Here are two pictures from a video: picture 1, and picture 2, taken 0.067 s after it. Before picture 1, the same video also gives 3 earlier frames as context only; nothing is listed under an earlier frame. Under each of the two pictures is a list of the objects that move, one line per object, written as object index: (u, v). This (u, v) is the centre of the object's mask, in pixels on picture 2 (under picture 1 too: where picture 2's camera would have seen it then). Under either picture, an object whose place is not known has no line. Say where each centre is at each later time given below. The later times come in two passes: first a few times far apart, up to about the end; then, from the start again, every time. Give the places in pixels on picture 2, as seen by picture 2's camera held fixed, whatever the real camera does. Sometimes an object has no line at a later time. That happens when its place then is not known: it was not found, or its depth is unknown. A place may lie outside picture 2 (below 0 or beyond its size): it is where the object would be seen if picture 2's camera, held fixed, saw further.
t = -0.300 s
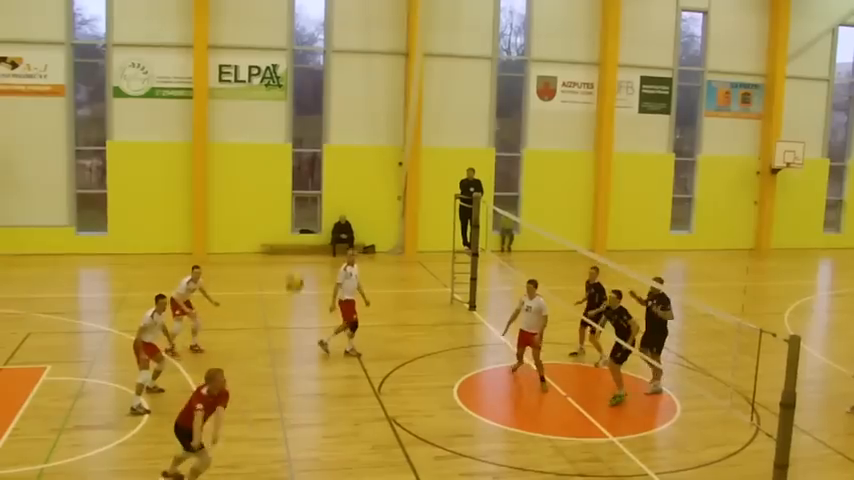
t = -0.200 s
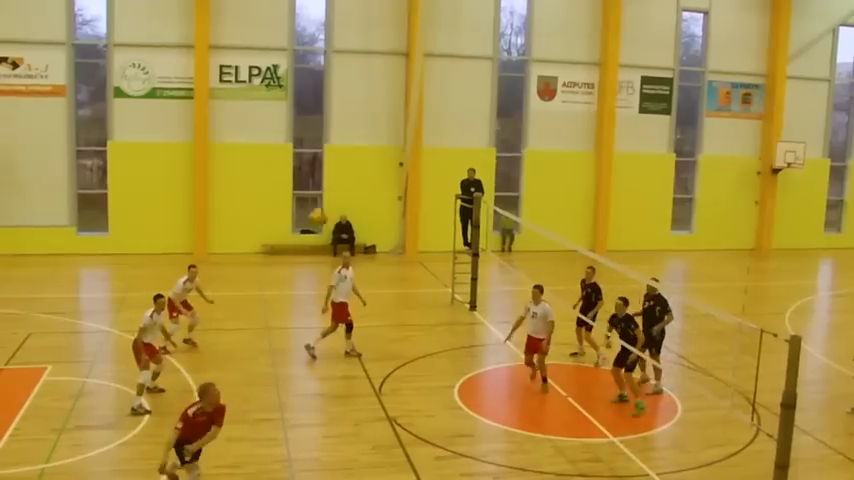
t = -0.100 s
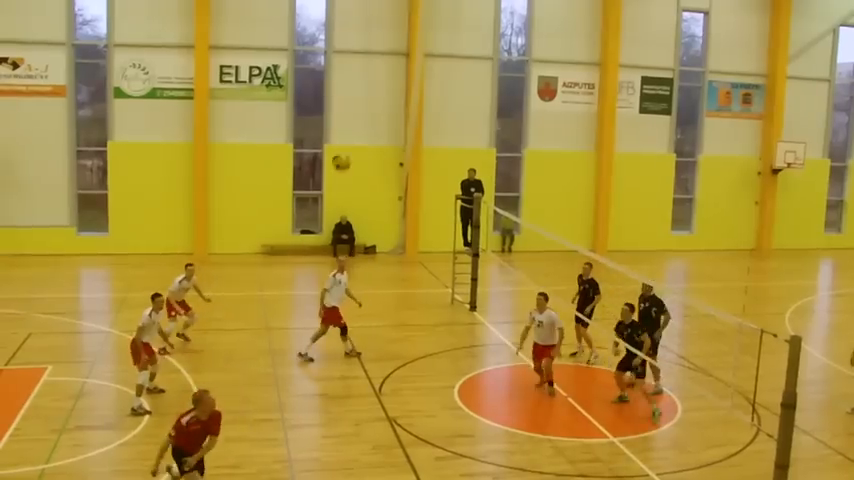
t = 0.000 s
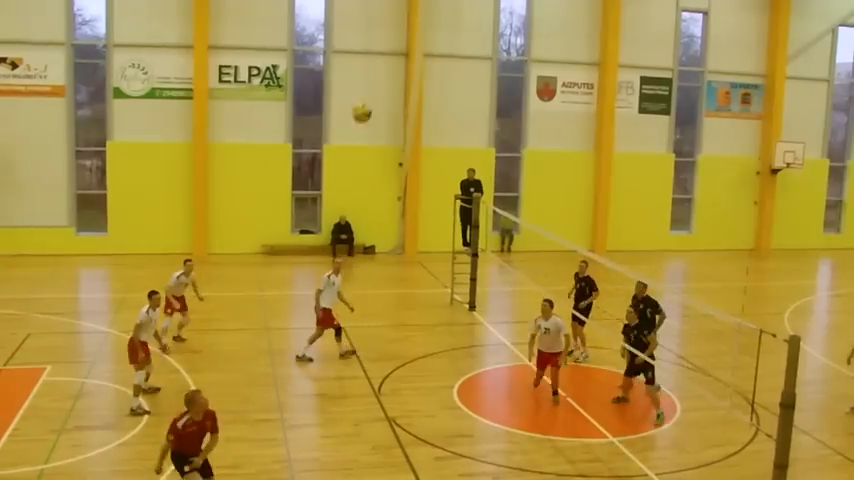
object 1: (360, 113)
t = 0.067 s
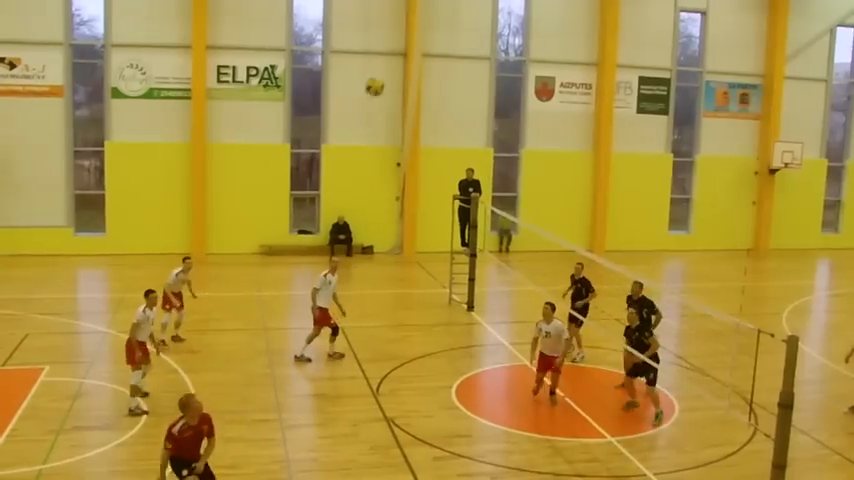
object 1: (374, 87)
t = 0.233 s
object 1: (408, 37)
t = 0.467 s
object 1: (451, 9)
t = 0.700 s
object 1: (491, 27)
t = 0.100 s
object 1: (382, 75)
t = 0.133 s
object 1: (389, 63)
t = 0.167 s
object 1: (395, 54)
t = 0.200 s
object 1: (401, 44)
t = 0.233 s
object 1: (408, 37)
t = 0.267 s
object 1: (415, 30)
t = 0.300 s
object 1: (422, 24)
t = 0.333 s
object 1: (427, 18)
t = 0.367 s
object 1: (433, 14)
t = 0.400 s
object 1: (439, 12)
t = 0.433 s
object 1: (446, 10)
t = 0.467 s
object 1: (451, 9)
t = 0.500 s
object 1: (457, 9)
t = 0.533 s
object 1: (462, 9)
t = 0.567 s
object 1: (468, 11)
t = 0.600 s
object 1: (474, 14)
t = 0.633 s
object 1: (480, 18)
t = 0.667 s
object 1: (485, 23)
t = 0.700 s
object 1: (491, 27)
